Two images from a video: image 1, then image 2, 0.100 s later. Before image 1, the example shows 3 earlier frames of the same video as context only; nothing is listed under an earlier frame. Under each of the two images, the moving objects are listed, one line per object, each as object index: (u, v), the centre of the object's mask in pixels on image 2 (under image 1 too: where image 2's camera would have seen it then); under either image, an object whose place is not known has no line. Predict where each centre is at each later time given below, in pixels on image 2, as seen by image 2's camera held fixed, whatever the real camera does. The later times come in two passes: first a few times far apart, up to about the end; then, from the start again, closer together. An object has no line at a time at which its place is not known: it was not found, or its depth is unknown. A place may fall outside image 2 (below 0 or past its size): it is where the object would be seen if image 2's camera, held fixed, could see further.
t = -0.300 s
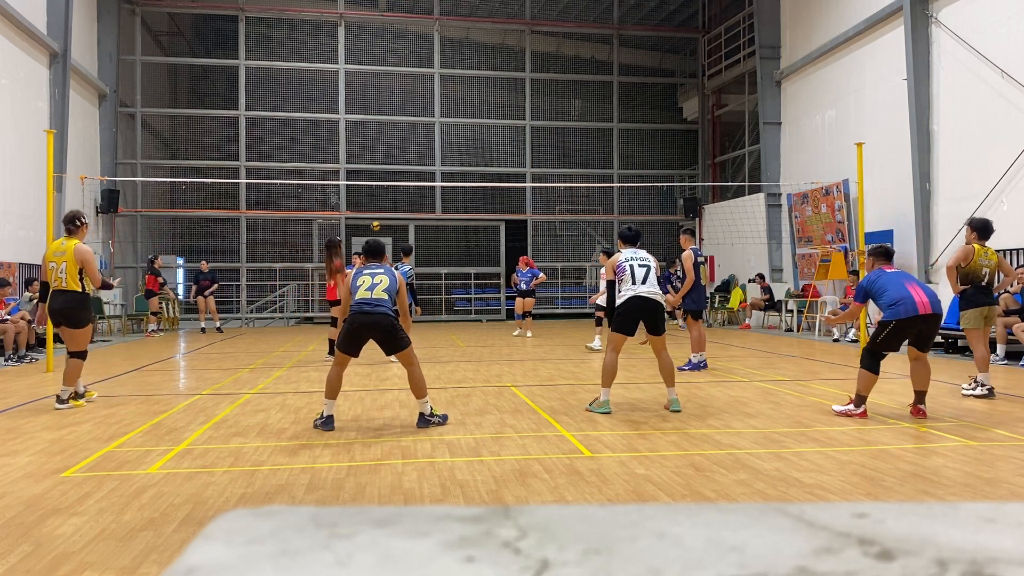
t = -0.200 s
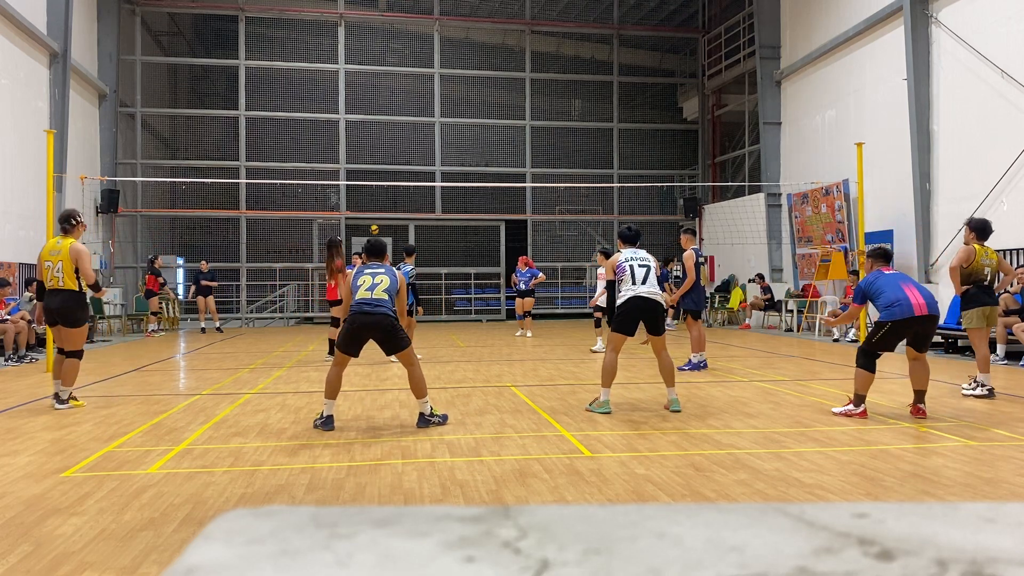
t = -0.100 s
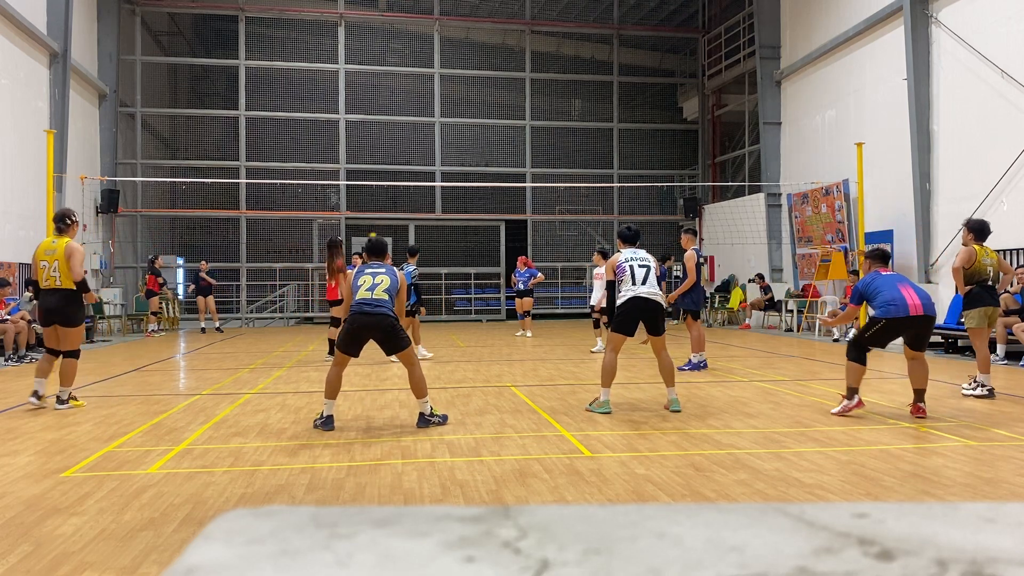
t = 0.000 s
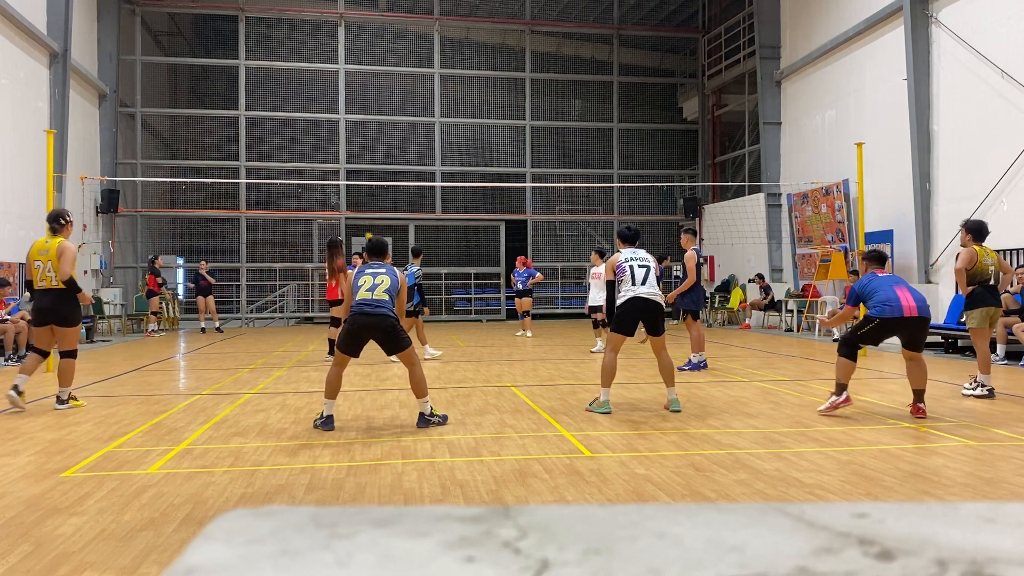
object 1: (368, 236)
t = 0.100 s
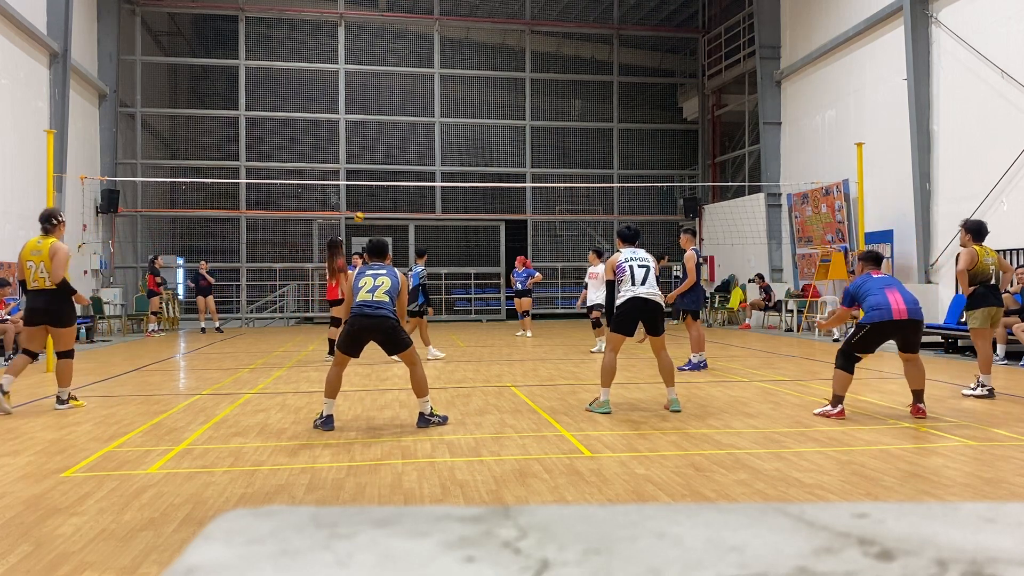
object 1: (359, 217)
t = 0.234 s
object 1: (342, 193)
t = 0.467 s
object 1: (306, 165)
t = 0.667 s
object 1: (261, 163)
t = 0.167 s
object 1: (351, 204)
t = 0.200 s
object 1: (346, 198)
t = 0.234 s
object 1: (342, 193)
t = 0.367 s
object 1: (322, 174)
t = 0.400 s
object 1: (317, 171)
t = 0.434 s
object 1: (312, 167)
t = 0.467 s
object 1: (306, 165)
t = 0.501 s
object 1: (300, 163)
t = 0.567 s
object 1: (286, 160)
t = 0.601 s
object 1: (278, 160)
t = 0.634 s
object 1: (271, 161)
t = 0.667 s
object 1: (261, 163)
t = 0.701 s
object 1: (252, 166)
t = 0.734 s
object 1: (242, 170)
